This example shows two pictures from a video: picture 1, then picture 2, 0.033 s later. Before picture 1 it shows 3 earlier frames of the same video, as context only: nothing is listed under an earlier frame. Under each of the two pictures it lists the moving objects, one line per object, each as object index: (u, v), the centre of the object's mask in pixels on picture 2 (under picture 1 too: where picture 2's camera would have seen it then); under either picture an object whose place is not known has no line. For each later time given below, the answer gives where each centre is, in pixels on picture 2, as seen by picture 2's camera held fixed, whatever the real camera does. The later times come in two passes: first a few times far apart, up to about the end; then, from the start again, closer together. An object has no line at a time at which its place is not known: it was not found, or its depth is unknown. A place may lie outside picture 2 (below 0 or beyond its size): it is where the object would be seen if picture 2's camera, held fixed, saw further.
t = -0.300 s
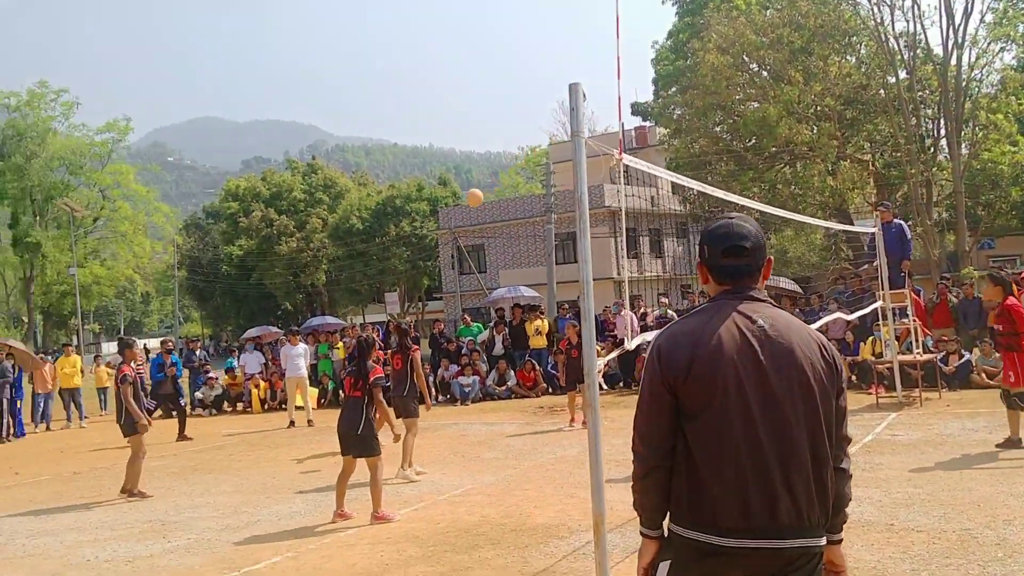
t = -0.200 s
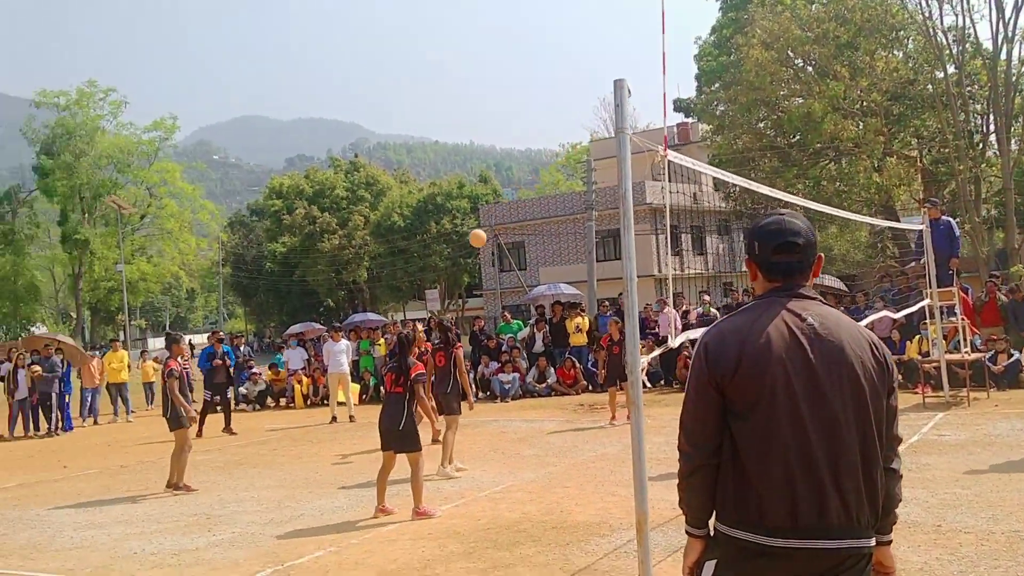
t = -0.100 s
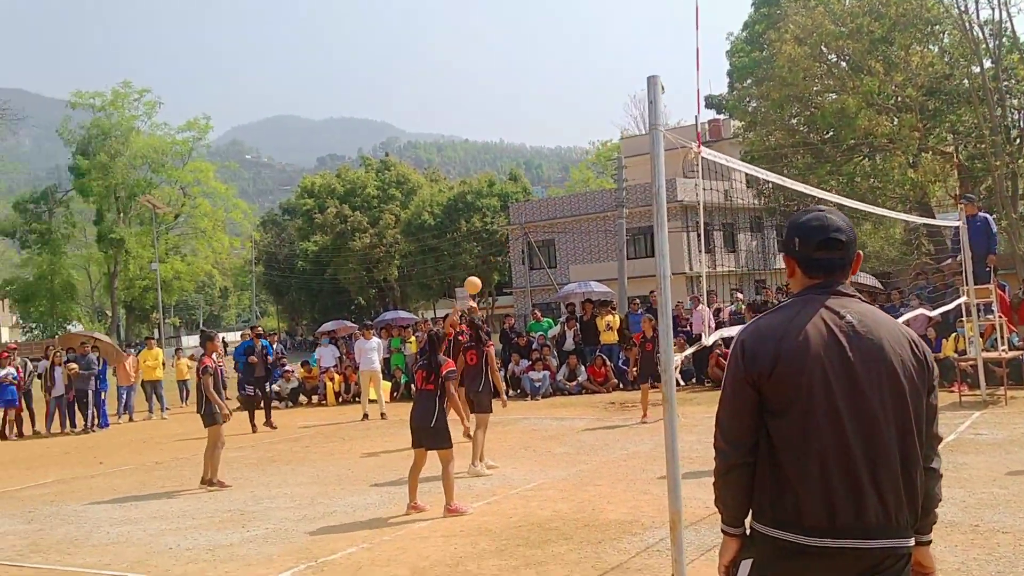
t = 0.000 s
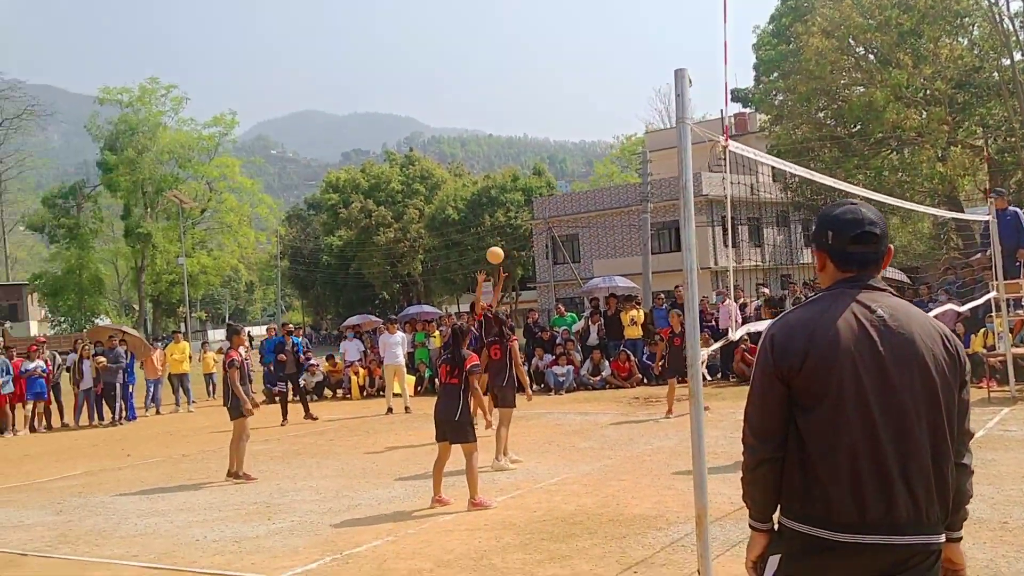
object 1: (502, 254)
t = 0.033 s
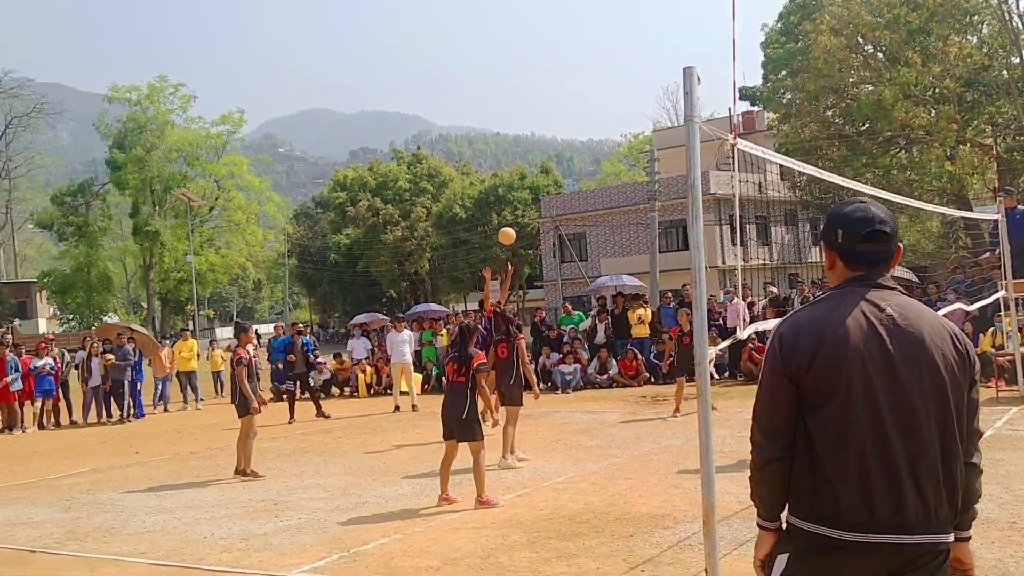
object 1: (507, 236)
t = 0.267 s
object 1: (541, 132)
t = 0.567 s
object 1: (591, 62)
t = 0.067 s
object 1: (512, 218)
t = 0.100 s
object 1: (517, 202)
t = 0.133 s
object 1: (522, 185)
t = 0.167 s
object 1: (527, 170)
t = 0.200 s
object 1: (532, 157)
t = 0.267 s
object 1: (541, 132)
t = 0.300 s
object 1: (546, 120)
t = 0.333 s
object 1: (552, 111)
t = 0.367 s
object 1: (557, 101)
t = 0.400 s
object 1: (562, 92)
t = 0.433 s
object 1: (567, 84)
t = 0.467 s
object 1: (573, 77)
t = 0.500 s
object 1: (578, 71)
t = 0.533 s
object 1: (585, 67)
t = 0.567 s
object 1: (591, 62)
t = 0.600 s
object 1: (597, 59)
